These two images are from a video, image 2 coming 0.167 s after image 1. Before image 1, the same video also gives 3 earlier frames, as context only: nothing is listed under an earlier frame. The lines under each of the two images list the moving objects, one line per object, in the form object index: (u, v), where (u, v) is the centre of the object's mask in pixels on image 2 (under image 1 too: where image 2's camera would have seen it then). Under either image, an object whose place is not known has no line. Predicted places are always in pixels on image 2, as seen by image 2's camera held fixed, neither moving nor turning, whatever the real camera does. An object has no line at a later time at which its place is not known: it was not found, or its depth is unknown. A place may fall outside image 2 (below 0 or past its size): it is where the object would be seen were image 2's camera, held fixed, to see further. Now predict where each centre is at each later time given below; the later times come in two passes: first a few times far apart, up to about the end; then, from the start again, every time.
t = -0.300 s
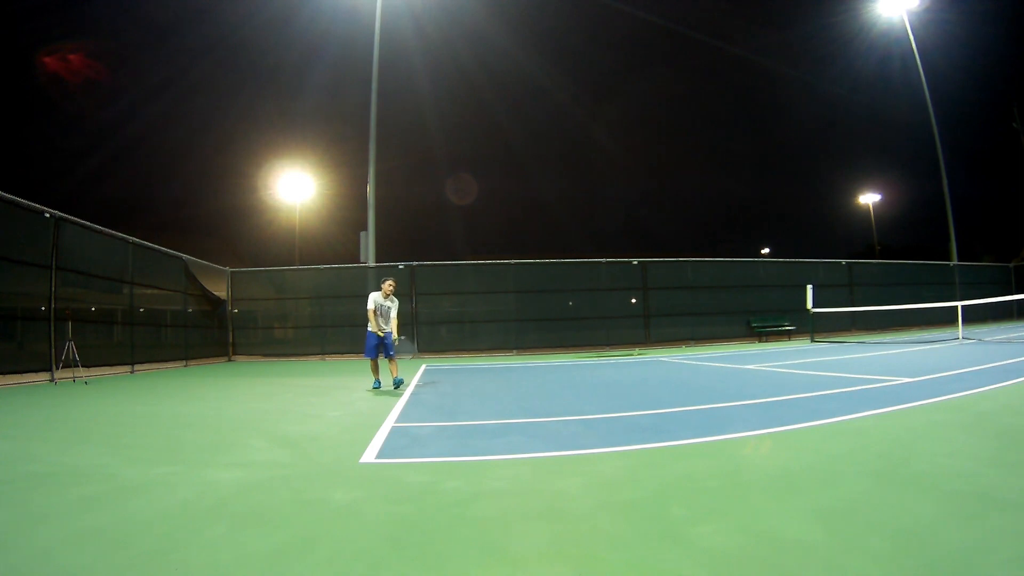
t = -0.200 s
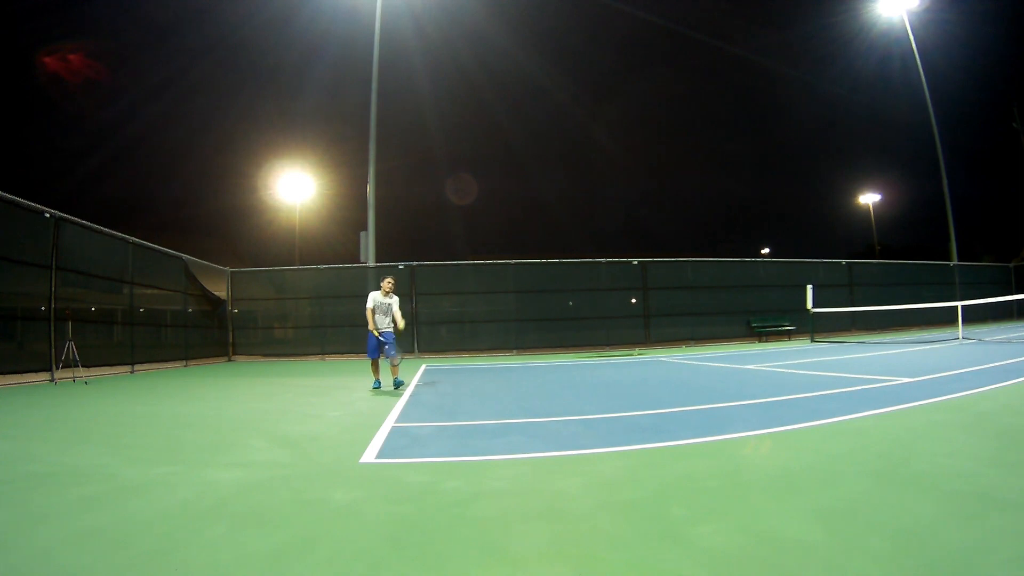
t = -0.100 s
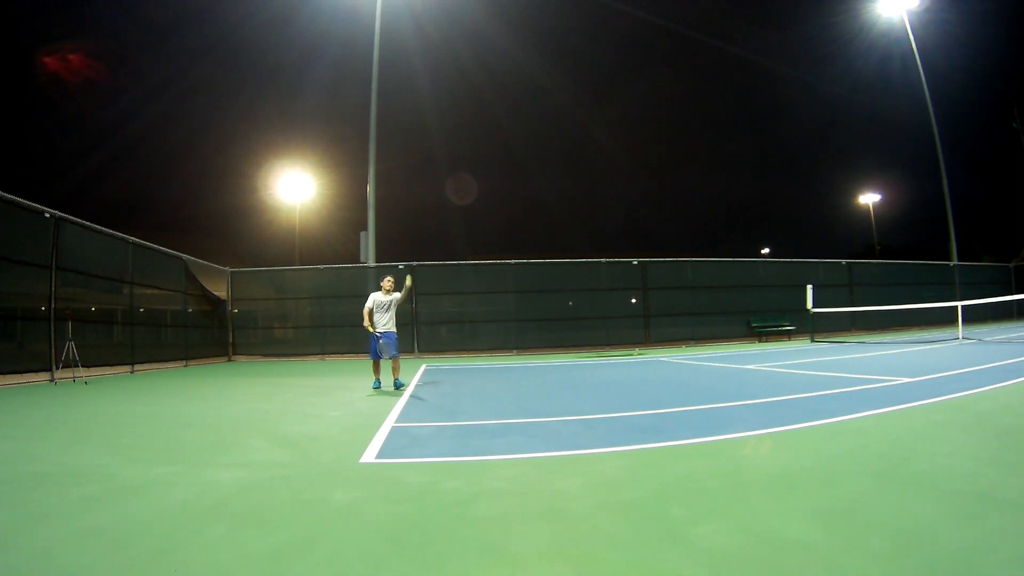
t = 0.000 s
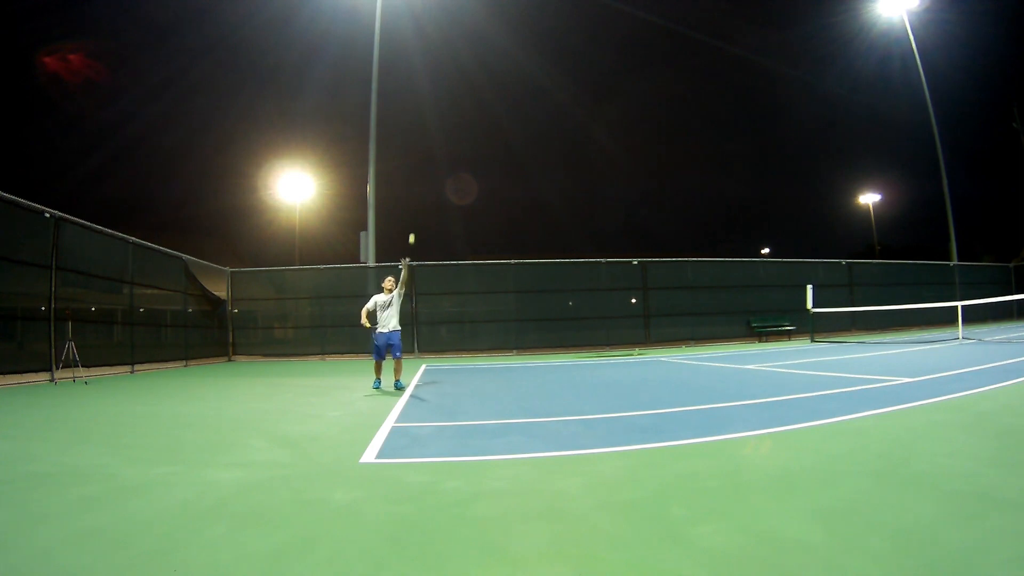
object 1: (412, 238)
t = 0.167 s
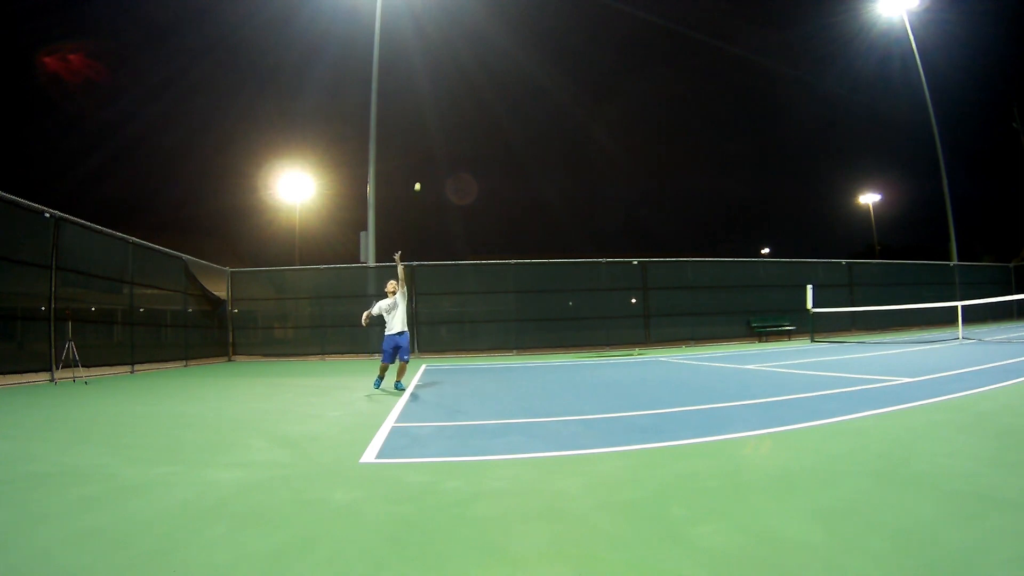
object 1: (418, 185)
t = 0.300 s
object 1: (423, 160)
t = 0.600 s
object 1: (433, 147)
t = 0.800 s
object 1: (440, 174)
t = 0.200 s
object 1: (420, 177)
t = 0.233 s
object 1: (421, 171)
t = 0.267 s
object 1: (422, 165)
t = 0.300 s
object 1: (423, 160)
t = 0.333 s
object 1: (424, 155)
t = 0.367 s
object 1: (425, 152)
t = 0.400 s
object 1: (426, 149)
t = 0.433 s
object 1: (427, 147)
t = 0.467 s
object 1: (428, 146)
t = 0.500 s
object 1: (429, 145)
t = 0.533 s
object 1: (431, 145)
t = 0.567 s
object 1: (432, 146)
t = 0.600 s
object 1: (433, 147)
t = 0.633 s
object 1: (434, 150)
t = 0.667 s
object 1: (435, 153)
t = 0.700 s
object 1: (437, 157)
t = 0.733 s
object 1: (438, 162)
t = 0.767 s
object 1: (439, 168)
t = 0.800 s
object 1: (440, 174)
